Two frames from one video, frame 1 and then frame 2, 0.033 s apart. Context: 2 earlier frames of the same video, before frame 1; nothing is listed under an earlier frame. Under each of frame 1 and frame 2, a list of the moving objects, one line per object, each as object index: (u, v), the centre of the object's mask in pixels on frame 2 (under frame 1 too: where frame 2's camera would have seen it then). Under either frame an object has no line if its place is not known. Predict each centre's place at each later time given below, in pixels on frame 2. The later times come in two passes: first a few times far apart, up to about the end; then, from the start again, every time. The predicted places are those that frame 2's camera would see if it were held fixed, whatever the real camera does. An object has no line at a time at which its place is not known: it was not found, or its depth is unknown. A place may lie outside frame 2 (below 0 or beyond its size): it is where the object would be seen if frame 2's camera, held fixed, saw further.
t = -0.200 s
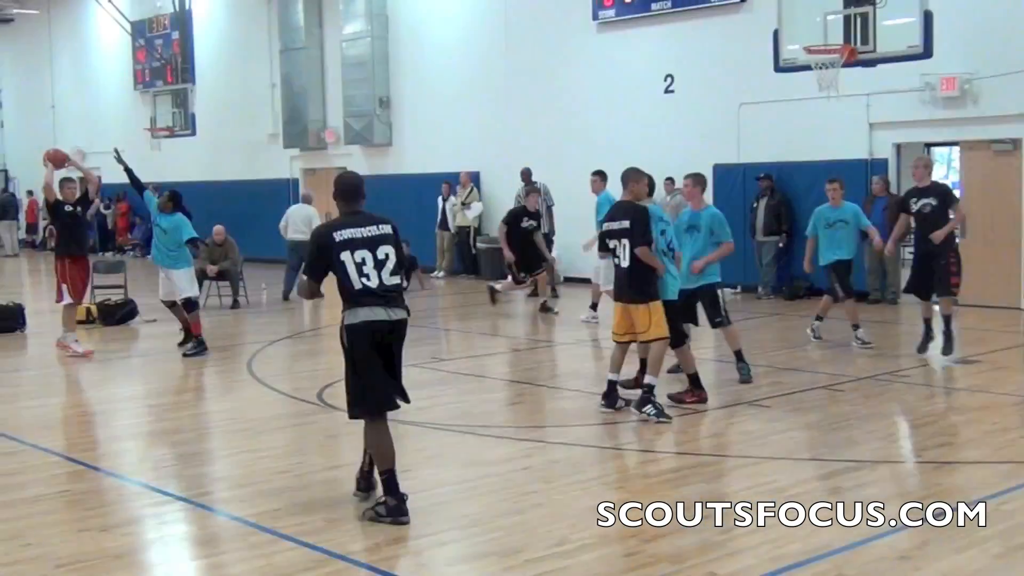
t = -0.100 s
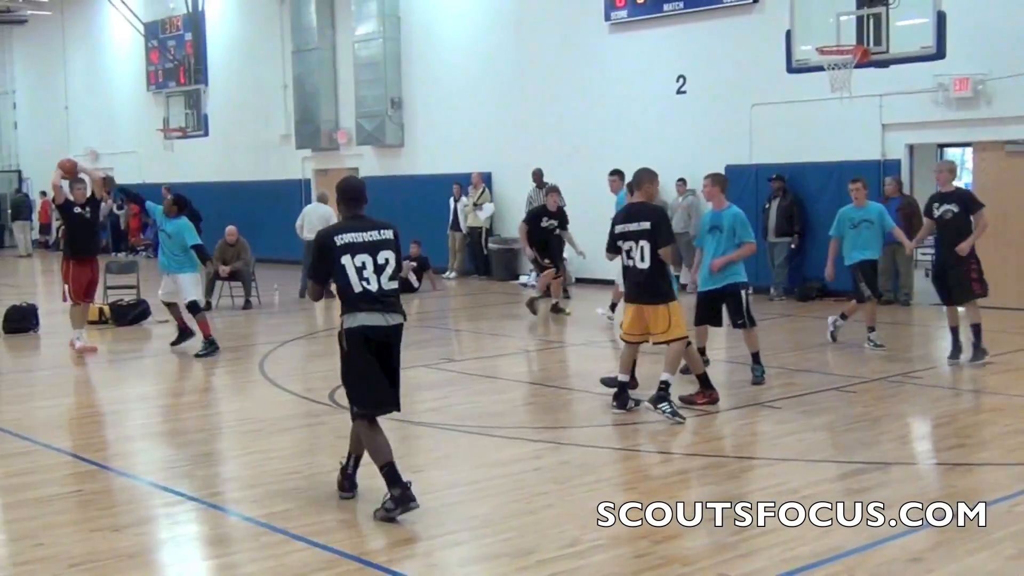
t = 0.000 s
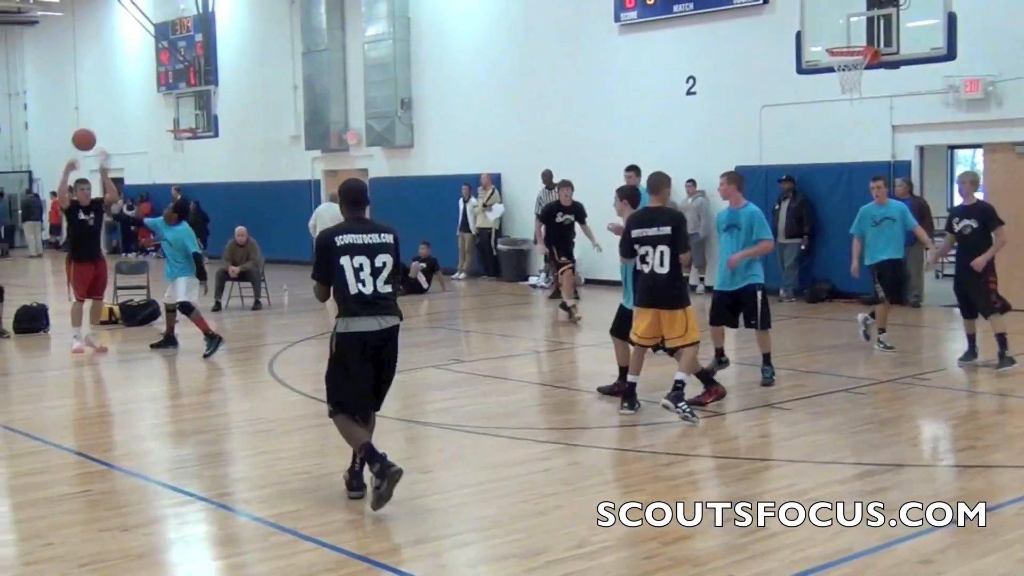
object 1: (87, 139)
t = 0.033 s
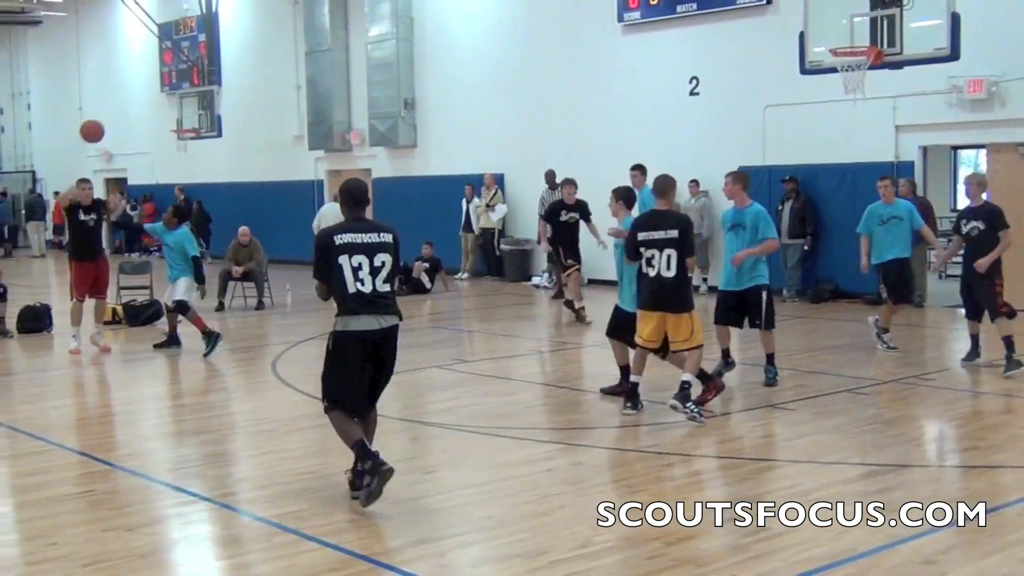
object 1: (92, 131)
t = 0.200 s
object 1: (119, 100)
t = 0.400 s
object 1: (165, 101)
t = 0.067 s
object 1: (97, 123)
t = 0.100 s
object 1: (102, 116)
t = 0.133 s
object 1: (107, 110)
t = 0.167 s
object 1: (113, 105)
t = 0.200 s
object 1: (119, 100)
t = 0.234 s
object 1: (126, 97)
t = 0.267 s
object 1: (132, 95)
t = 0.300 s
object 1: (140, 94)
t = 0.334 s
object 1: (148, 95)
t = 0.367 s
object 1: (156, 97)
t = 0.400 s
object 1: (165, 101)
